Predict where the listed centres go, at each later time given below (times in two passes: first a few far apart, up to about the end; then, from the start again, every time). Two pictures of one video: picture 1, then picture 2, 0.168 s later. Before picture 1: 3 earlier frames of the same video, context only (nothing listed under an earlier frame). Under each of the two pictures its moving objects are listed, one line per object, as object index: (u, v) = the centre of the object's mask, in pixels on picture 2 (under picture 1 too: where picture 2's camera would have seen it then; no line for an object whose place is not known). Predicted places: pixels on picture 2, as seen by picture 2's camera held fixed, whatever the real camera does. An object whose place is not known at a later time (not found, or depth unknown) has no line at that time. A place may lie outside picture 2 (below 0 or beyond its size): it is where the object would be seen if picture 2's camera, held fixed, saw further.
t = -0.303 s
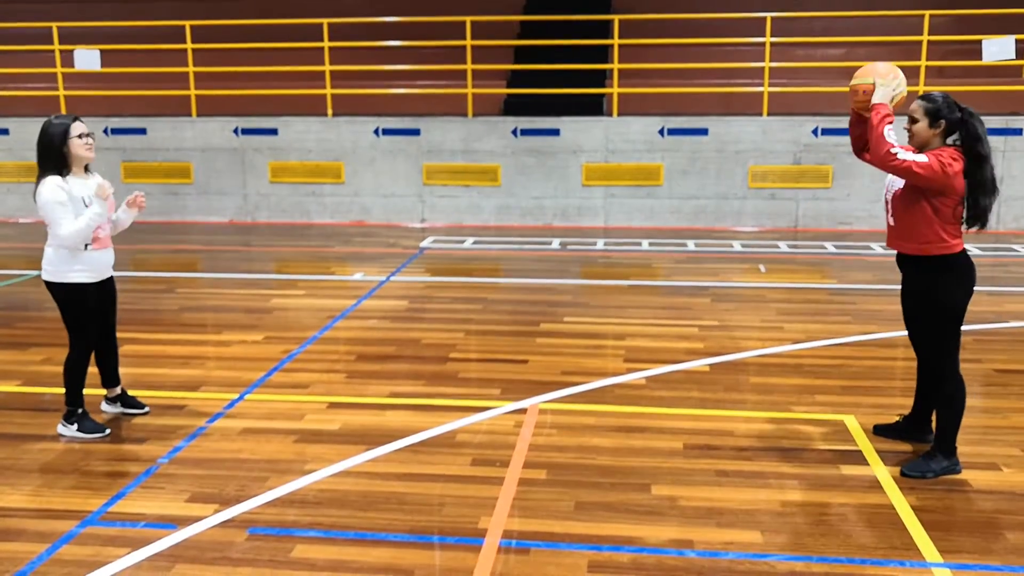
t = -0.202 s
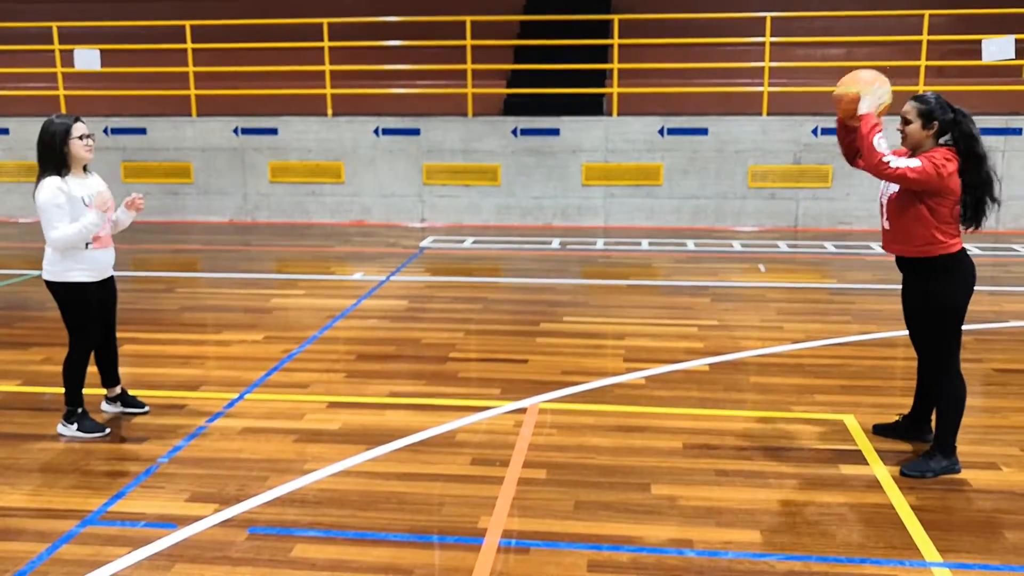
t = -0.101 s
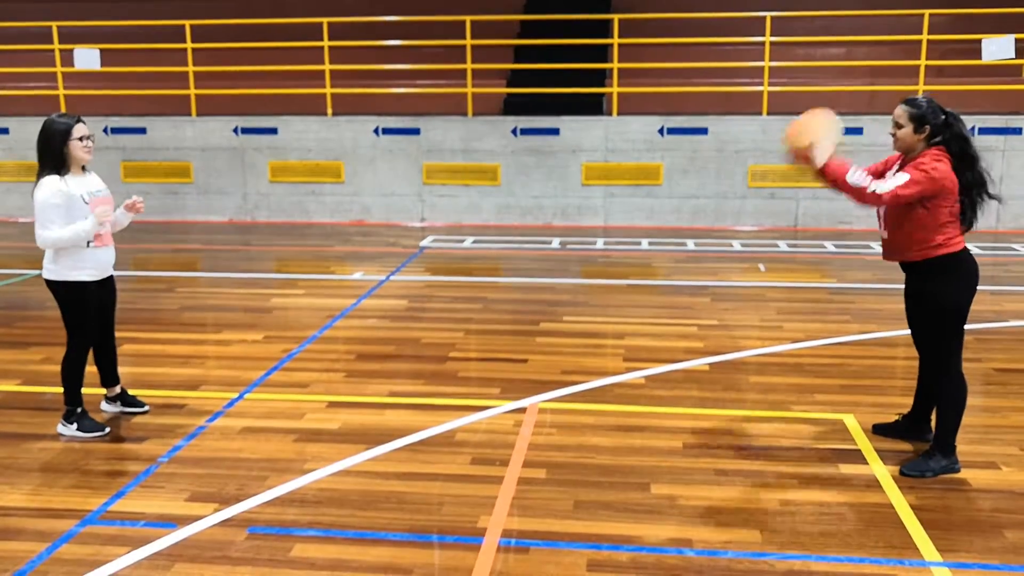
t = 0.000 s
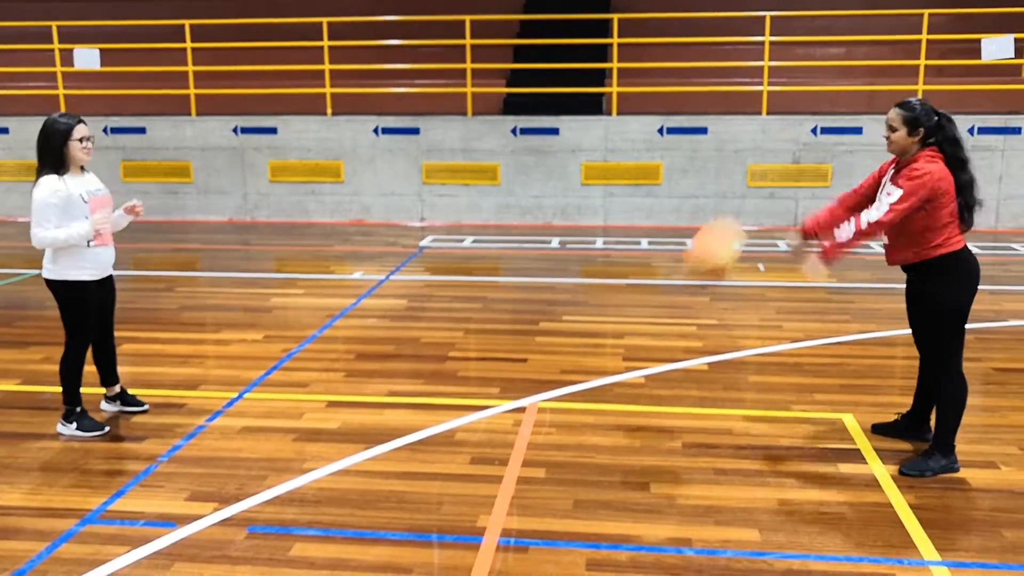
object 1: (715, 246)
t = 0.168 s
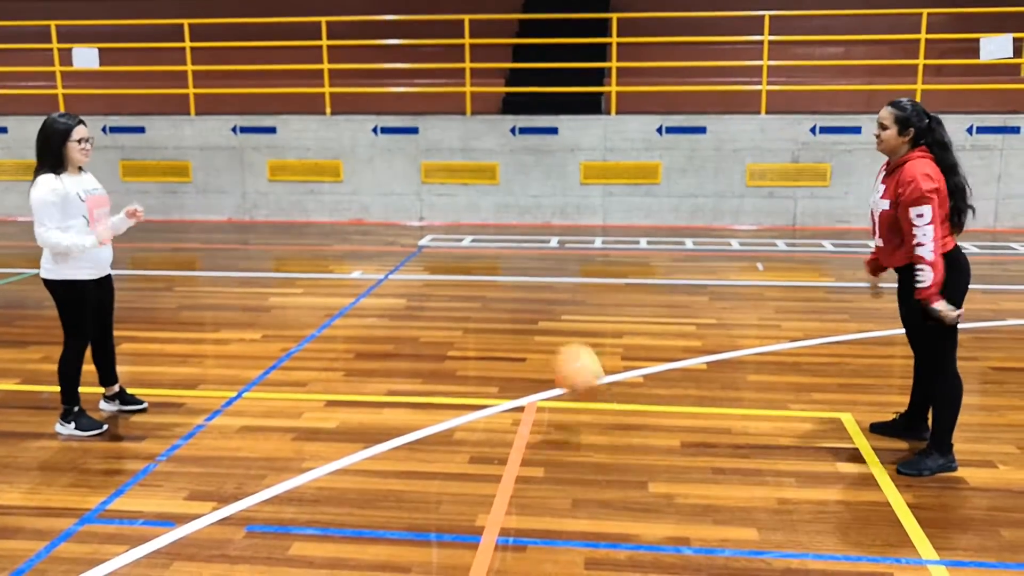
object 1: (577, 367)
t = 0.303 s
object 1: (523, 249)
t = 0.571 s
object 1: (407, 107)
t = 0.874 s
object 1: (279, 136)
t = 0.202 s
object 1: (565, 339)
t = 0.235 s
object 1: (550, 307)
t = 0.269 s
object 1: (537, 278)
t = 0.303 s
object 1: (523, 249)
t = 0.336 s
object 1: (510, 225)
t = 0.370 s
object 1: (495, 202)
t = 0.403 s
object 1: (481, 180)
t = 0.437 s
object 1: (466, 161)
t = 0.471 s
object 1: (450, 143)
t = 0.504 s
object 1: (435, 128)
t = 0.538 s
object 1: (421, 117)
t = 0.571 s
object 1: (407, 107)
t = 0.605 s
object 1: (392, 100)
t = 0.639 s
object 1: (378, 96)
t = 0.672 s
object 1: (364, 94)
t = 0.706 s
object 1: (350, 95)
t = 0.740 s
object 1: (335, 97)
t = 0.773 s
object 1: (320, 103)
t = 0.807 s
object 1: (307, 111)
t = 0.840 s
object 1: (292, 122)
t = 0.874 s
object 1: (279, 136)
